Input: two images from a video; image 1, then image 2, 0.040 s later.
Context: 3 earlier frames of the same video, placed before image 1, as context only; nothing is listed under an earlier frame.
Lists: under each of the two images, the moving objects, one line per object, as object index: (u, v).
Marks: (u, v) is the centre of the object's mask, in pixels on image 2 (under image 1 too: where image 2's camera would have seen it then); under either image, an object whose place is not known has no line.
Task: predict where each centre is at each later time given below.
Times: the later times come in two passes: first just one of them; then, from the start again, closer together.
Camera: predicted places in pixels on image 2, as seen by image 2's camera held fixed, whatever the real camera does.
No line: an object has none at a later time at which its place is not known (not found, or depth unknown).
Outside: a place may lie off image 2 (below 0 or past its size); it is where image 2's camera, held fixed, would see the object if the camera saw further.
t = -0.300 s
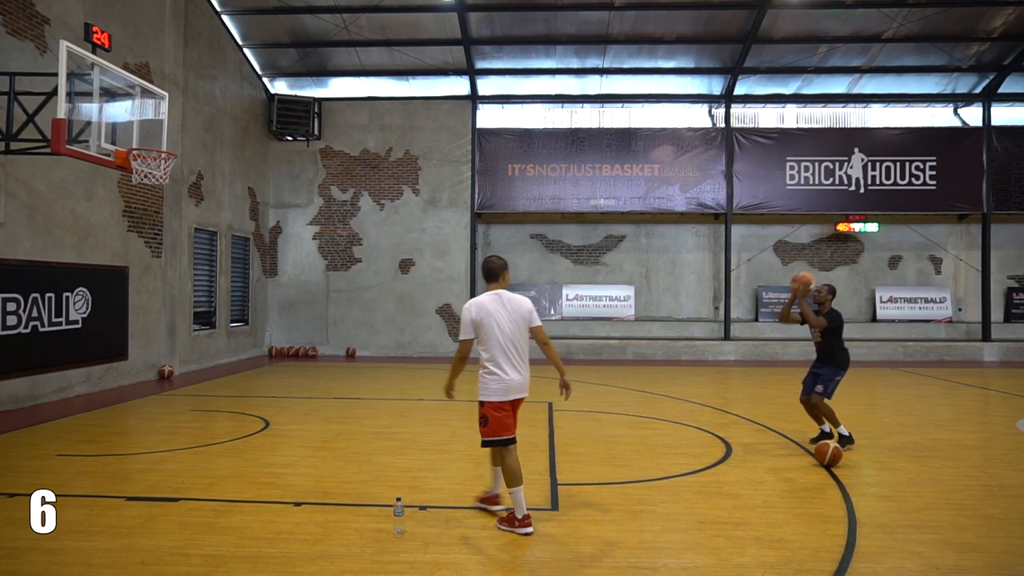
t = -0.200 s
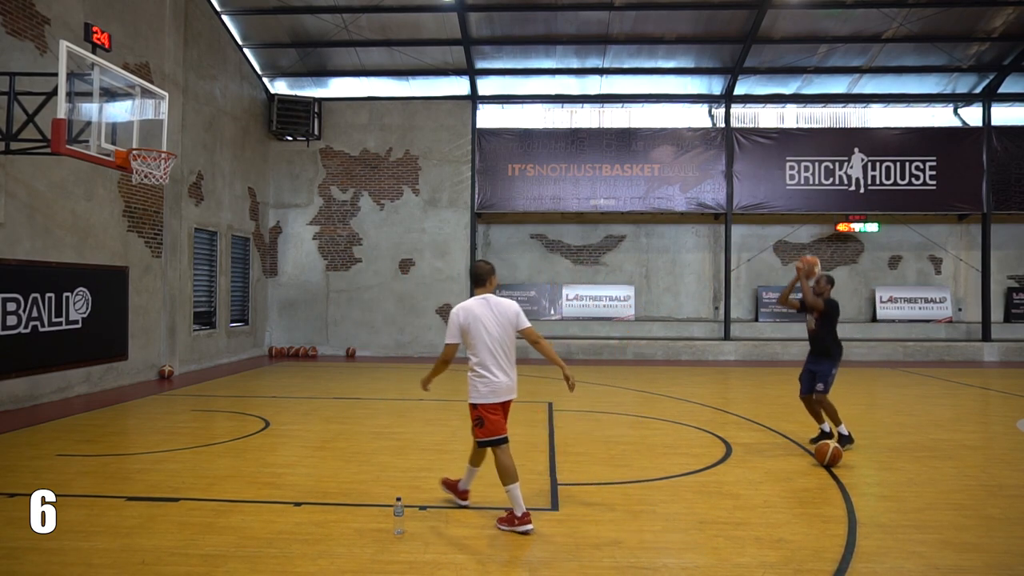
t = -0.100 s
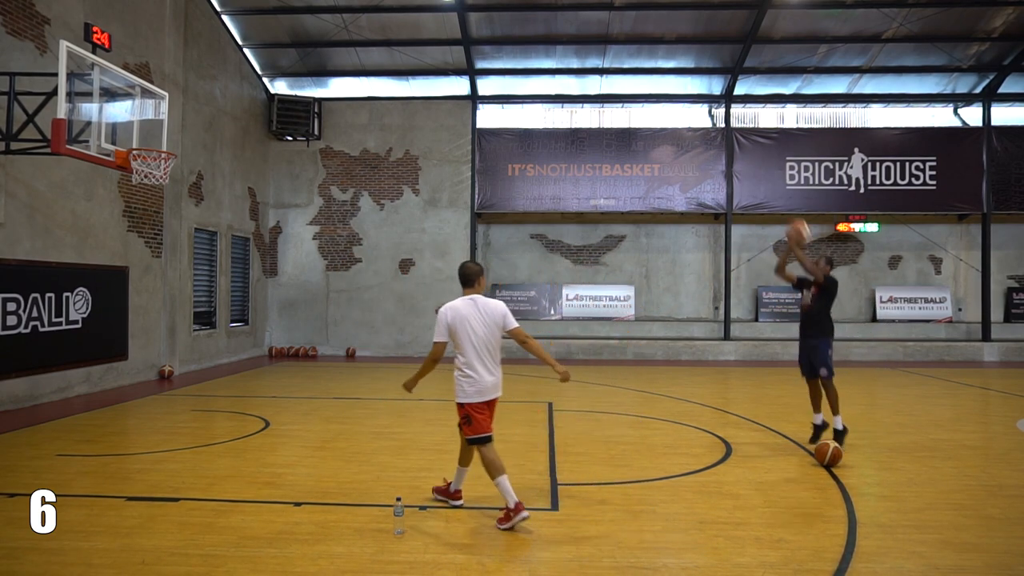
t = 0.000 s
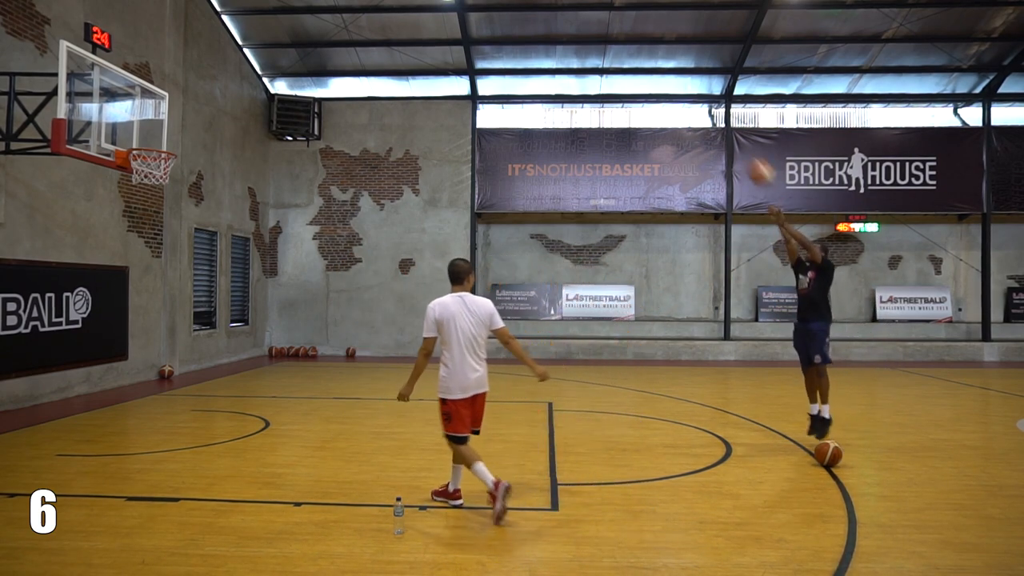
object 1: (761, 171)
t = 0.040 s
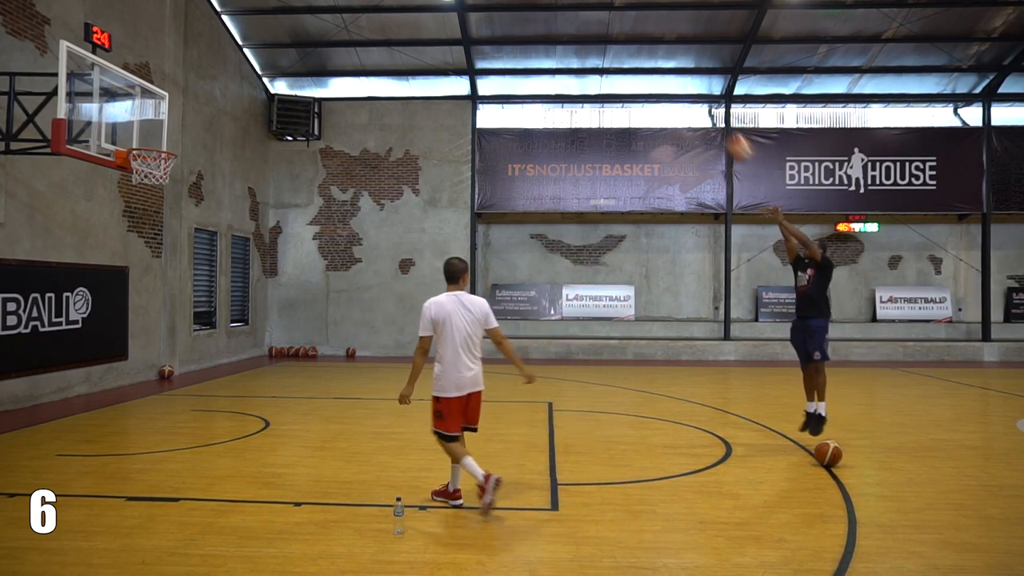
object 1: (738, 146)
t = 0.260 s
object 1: (625, 40)
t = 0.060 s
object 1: (729, 137)
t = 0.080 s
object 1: (721, 128)
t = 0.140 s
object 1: (689, 94)
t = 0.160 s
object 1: (676, 81)
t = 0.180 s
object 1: (666, 73)
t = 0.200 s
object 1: (656, 64)
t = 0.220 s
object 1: (645, 56)
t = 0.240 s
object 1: (635, 48)
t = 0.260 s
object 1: (625, 40)
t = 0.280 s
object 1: (615, 33)
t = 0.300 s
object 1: (606, 28)
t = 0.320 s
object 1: (595, 20)
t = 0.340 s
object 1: (584, 14)
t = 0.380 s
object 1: (565, 6)
